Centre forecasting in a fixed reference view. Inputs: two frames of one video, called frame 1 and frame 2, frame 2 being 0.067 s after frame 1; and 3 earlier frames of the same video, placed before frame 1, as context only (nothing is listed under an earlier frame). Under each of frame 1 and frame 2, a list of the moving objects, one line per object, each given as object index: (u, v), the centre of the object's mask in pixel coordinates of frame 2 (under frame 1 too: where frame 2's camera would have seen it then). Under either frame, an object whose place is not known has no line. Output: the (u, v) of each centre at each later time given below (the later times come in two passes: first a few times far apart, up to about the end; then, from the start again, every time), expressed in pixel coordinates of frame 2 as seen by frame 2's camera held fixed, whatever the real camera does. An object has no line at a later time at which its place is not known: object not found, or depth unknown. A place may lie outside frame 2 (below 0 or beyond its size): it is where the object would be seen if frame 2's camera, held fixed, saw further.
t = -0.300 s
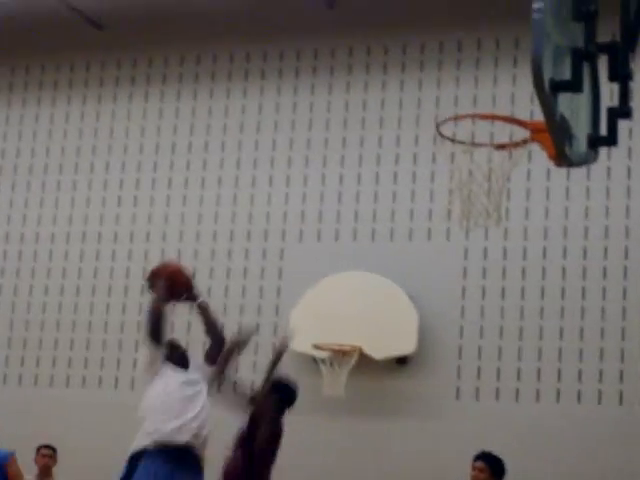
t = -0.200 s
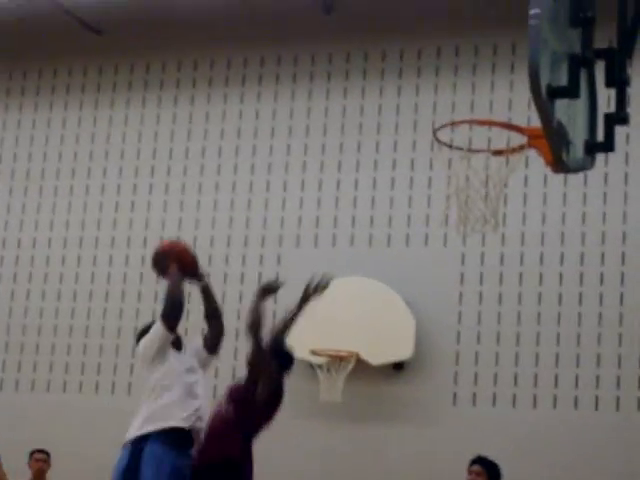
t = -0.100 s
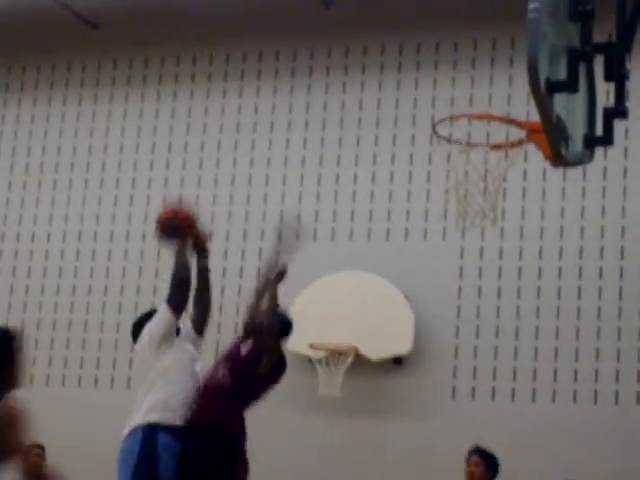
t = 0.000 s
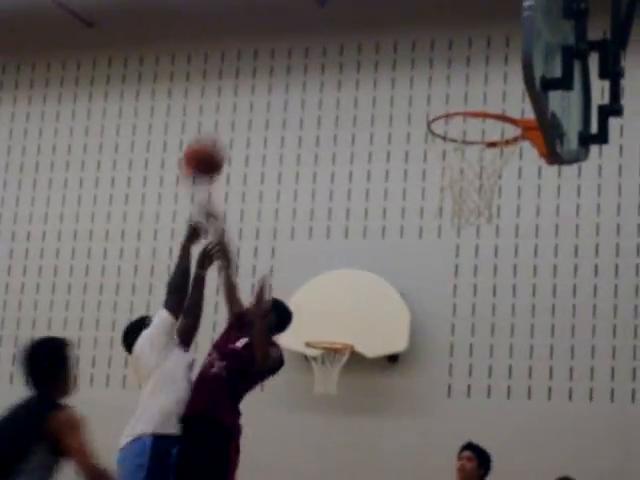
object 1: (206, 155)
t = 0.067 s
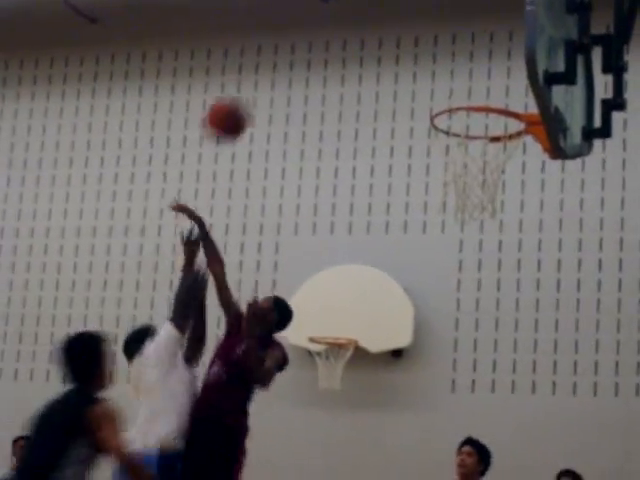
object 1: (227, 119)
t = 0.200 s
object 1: (264, 66)
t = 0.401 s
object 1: (320, 43)
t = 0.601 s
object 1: (375, 92)
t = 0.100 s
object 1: (236, 103)
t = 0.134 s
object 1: (245, 89)
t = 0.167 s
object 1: (256, 76)
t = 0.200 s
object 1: (264, 66)
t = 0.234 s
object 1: (274, 57)
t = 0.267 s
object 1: (283, 50)
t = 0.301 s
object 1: (293, 45)
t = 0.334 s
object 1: (302, 43)
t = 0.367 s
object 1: (312, 41)
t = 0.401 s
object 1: (320, 43)
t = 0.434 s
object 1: (330, 46)
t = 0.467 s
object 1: (338, 49)
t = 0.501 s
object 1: (348, 57)
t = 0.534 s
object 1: (356, 67)
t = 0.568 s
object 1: (365, 79)
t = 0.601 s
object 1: (375, 92)
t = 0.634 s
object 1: (384, 108)
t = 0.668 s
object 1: (393, 126)
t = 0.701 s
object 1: (401, 147)
